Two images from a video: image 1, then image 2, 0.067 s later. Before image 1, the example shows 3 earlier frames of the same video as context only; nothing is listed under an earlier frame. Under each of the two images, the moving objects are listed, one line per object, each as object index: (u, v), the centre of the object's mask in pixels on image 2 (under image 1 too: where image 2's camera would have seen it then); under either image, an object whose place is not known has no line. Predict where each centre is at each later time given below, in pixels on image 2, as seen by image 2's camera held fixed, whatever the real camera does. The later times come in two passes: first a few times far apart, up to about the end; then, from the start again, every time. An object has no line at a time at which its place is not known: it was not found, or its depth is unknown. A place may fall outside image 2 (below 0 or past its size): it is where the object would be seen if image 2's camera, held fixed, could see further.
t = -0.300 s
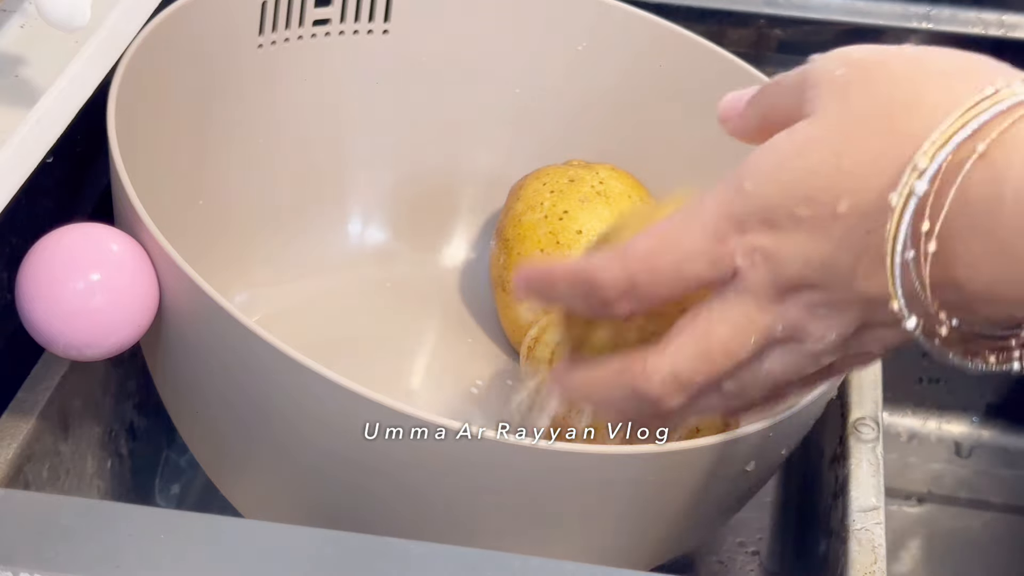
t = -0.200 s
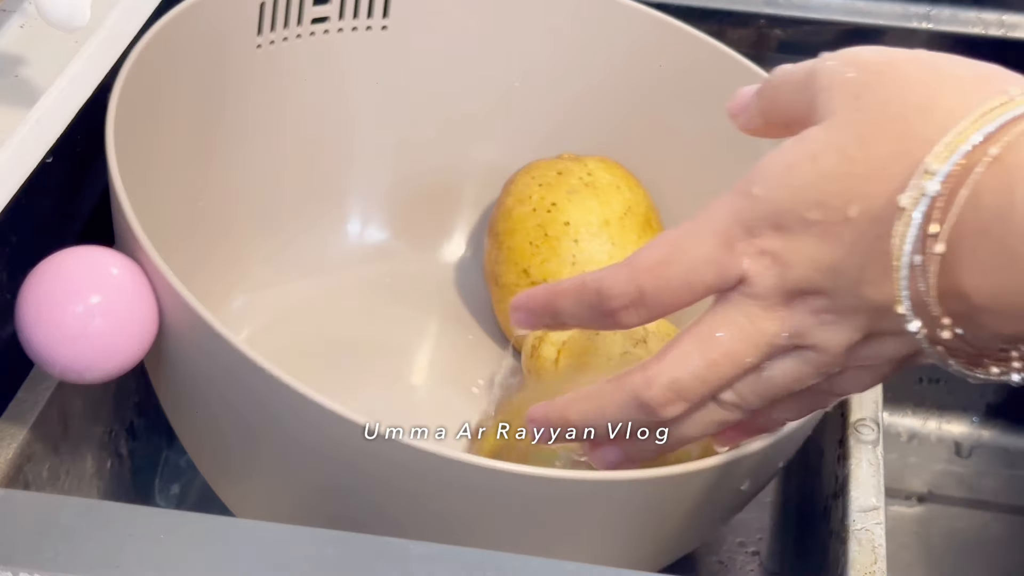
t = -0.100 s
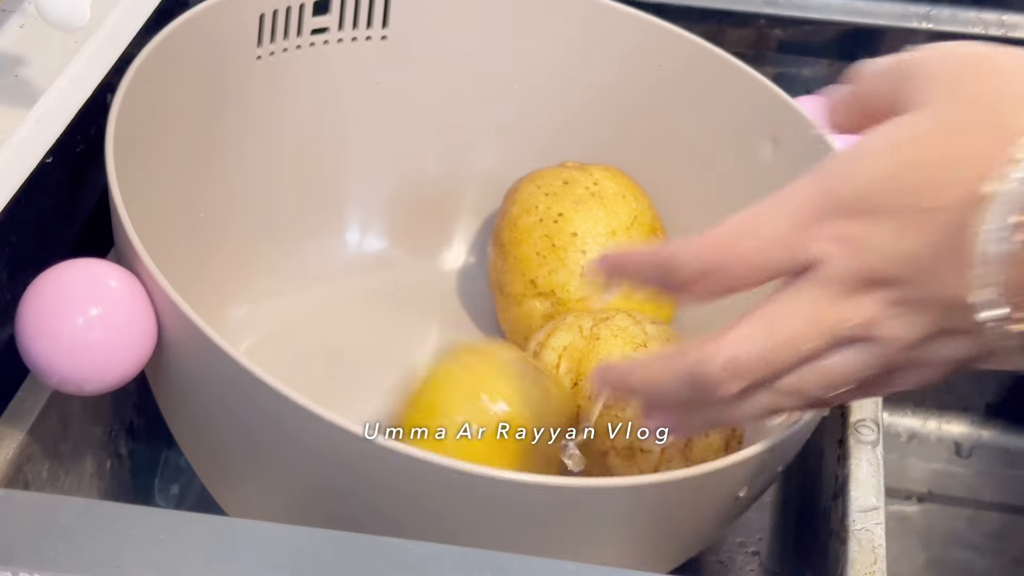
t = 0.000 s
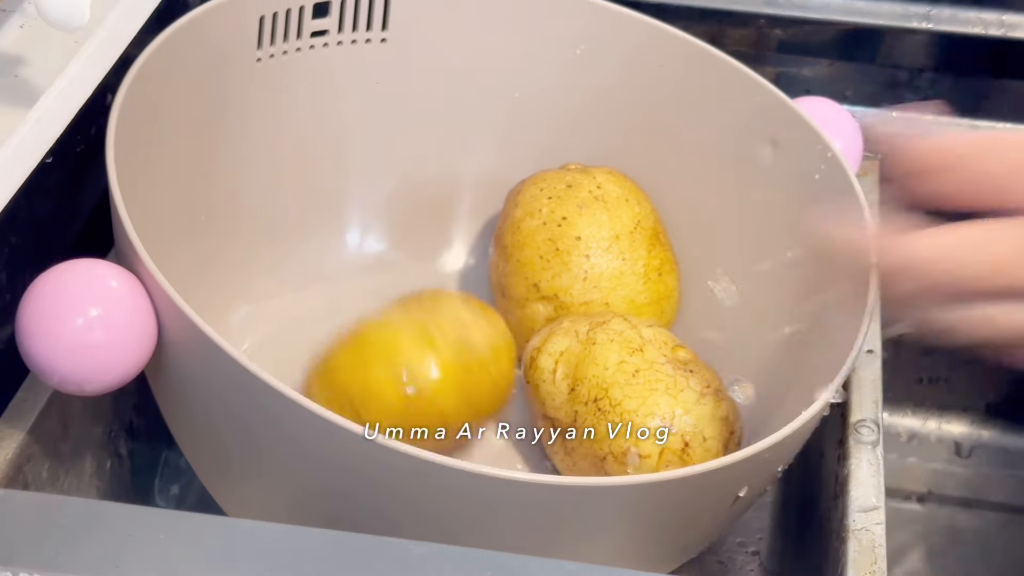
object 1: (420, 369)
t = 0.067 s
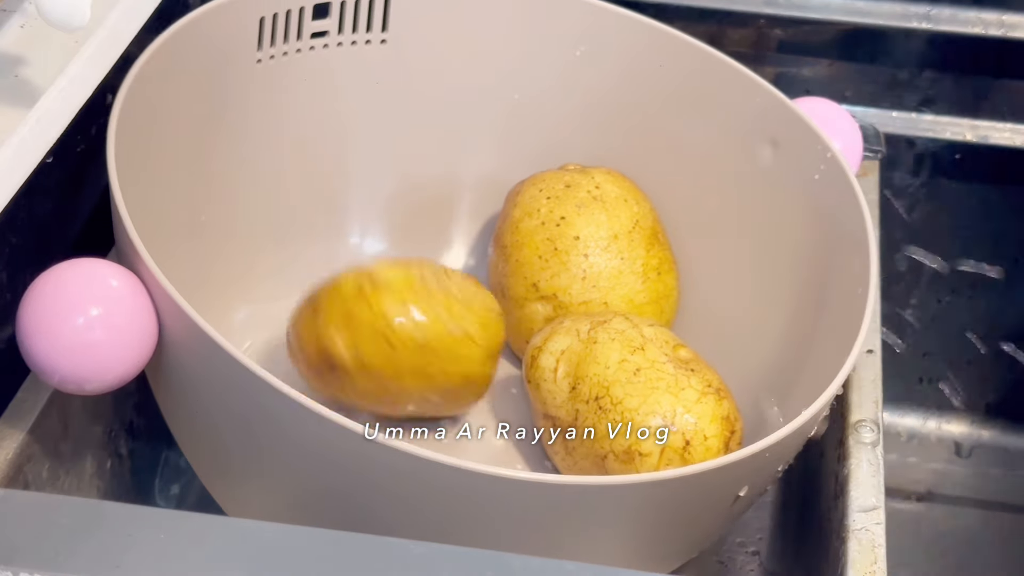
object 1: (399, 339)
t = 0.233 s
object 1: (397, 309)
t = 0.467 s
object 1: (443, 340)
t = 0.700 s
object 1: (444, 348)
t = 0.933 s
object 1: (445, 349)
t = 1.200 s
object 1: (445, 351)
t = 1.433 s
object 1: (445, 352)
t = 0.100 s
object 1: (397, 328)
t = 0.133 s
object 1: (395, 320)
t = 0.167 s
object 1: (395, 314)
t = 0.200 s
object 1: (394, 310)
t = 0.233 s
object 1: (397, 309)
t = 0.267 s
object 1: (399, 309)
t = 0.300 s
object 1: (403, 311)
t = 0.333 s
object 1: (411, 315)
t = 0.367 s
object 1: (423, 321)
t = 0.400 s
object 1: (440, 331)
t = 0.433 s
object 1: (444, 338)
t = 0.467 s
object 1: (443, 340)
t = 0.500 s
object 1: (444, 343)
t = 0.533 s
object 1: (444, 346)
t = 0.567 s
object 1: (444, 347)
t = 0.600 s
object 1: (444, 348)
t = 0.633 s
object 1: (444, 348)
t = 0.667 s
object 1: (444, 348)
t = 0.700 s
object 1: (444, 348)
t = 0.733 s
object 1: (444, 348)
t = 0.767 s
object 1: (444, 348)
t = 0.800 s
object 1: (444, 348)
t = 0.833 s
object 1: (444, 348)
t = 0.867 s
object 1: (445, 349)
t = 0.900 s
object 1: (445, 349)
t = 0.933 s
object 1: (445, 349)
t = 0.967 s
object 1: (445, 349)
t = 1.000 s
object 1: (445, 350)
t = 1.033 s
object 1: (445, 350)
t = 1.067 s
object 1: (445, 350)
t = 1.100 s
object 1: (445, 351)
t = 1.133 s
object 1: (445, 351)
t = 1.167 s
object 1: (445, 351)
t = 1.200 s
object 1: (445, 351)
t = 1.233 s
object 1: (445, 351)
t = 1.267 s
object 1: (445, 351)
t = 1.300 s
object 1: (445, 352)
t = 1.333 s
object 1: (445, 352)
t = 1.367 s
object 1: (445, 352)
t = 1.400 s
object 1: (445, 352)
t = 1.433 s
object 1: (445, 352)
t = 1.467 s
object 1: (446, 352)
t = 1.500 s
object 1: (446, 353)
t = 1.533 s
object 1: (446, 353)
